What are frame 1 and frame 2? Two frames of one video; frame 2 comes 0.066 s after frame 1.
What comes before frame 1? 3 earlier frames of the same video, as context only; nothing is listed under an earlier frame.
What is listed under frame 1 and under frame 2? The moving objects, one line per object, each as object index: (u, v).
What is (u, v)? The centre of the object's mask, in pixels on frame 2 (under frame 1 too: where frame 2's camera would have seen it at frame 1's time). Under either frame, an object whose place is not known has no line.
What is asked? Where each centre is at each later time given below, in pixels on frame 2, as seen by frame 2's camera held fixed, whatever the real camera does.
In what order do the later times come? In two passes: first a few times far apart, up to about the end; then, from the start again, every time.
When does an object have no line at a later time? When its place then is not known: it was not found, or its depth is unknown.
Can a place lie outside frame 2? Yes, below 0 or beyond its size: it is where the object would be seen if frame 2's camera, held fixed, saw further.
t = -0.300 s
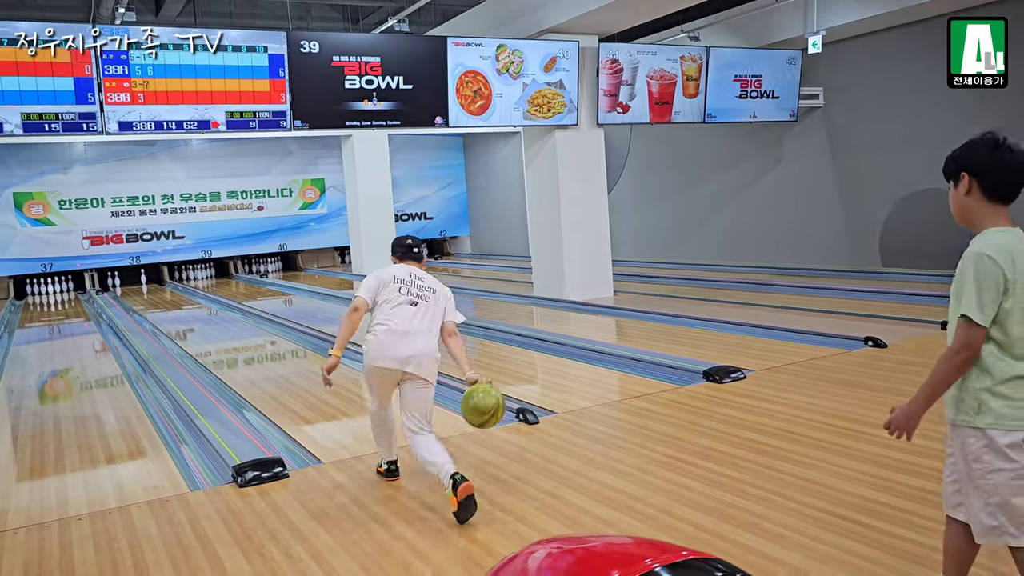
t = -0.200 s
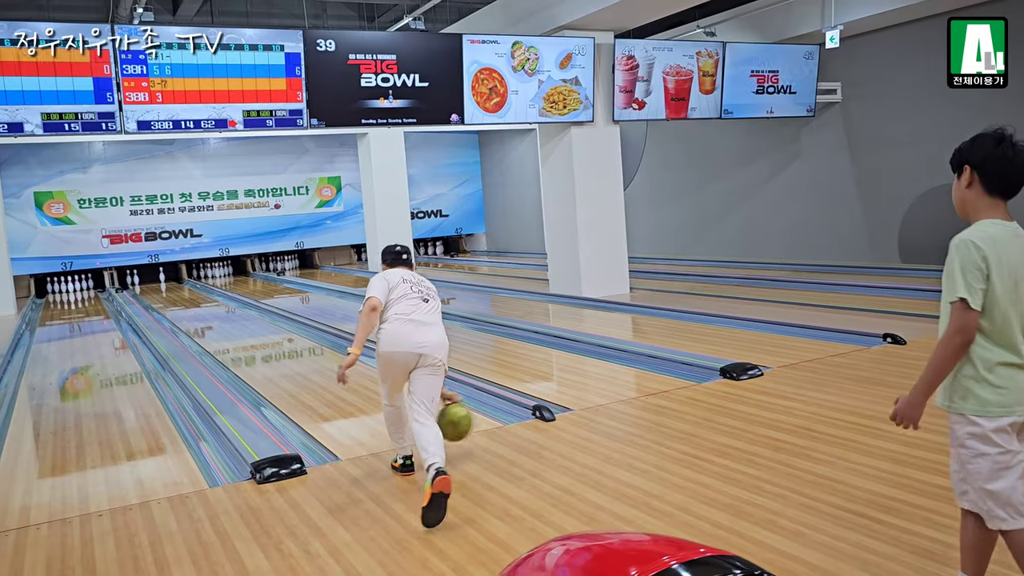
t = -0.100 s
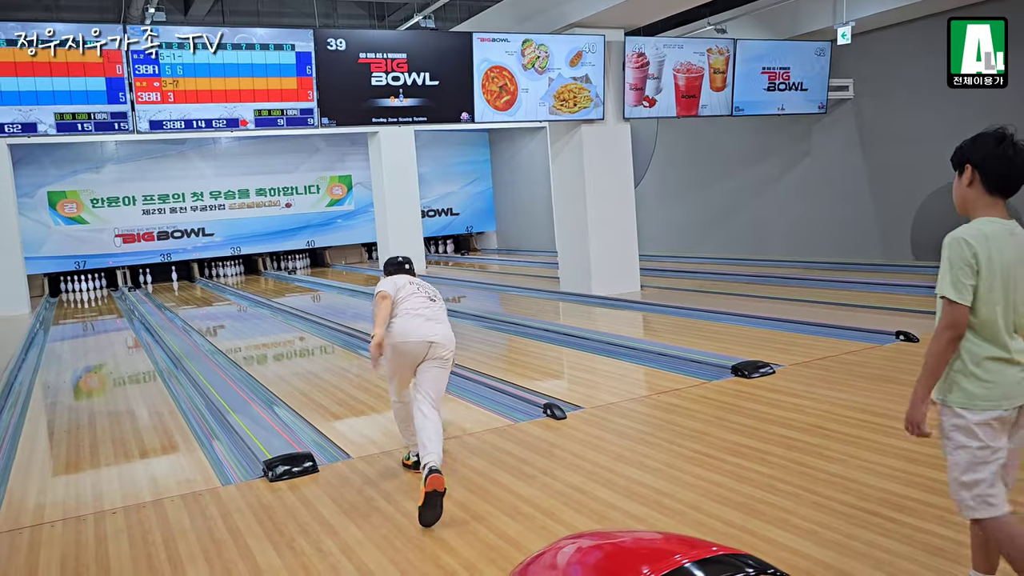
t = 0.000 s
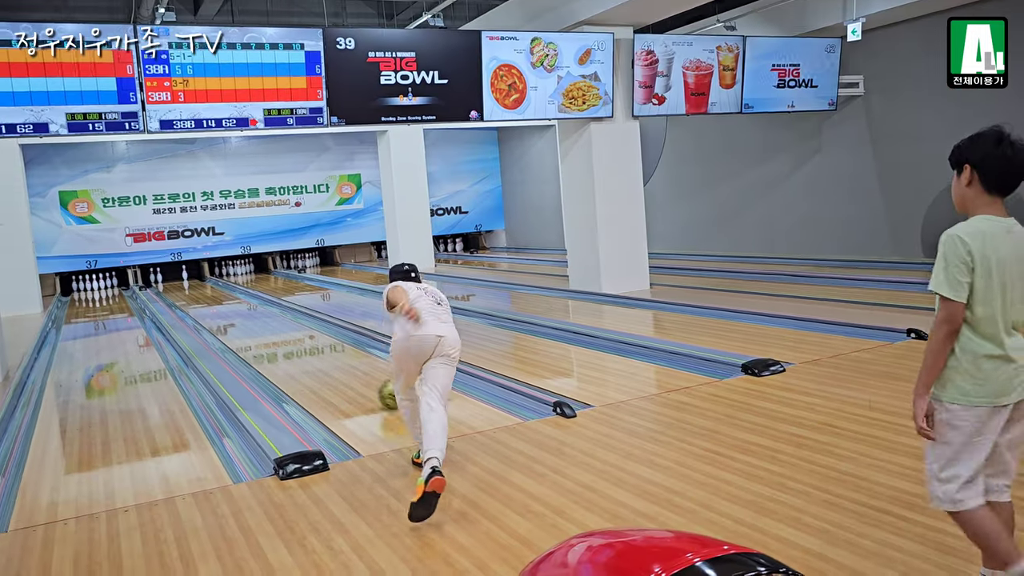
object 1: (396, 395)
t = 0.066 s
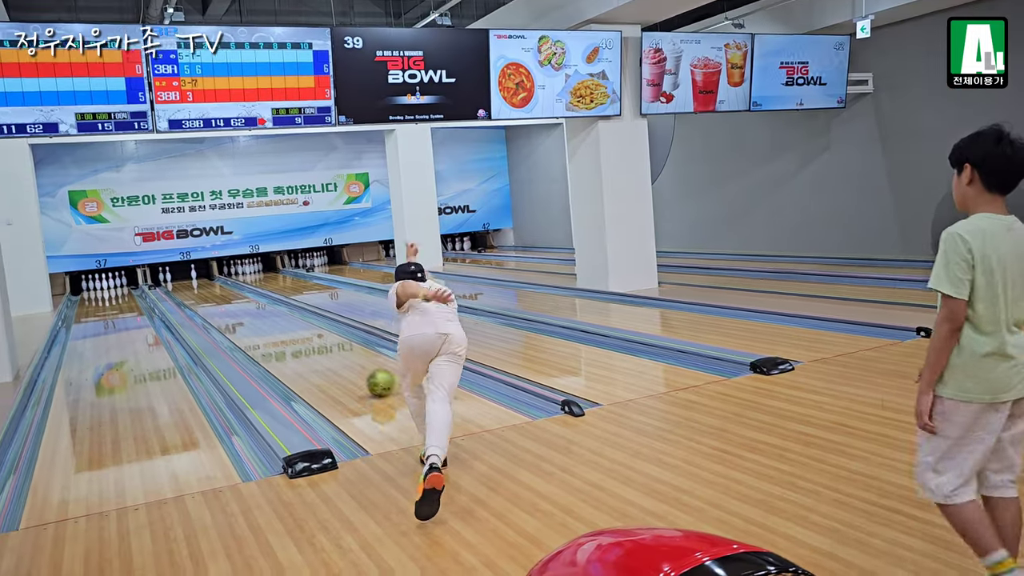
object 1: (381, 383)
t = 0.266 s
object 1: (331, 359)
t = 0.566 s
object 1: (282, 335)
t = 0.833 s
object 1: (252, 320)
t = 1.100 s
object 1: (229, 309)
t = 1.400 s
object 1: (210, 300)
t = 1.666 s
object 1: (196, 293)
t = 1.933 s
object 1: (184, 289)
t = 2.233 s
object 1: (173, 285)
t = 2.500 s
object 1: (164, 282)
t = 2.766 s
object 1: (157, 281)
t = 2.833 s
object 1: (156, 280)
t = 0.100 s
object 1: (371, 378)
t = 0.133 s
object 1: (362, 374)
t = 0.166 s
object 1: (353, 369)
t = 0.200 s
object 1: (345, 366)
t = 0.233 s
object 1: (338, 362)
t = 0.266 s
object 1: (331, 359)
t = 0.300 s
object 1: (325, 355)
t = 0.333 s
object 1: (318, 352)
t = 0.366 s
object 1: (312, 349)
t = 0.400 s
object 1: (307, 347)
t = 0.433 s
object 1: (301, 344)
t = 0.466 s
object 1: (296, 342)
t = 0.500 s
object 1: (291, 339)
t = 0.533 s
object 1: (286, 337)
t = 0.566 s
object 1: (282, 335)
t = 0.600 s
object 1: (277, 332)
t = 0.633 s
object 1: (273, 330)
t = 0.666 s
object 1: (269, 328)
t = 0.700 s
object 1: (266, 327)
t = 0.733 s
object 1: (262, 325)
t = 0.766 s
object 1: (258, 323)
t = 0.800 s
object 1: (255, 322)
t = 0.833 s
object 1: (252, 320)
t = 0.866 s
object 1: (249, 318)
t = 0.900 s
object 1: (245, 317)
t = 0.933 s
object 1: (243, 316)
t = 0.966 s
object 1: (240, 314)
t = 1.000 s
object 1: (237, 313)
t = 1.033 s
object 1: (235, 312)
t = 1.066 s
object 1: (232, 311)
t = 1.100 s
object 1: (229, 309)
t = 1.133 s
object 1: (227, 308)
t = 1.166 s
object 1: (225, 307)
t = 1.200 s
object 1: (222, 306)
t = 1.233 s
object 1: (220, 305)
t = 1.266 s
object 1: (218, 304)
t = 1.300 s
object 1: (216, 303)
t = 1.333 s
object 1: (214, 302)
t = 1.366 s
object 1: (212, 302)
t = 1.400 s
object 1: (210, 300)
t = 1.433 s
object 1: (208, 299)
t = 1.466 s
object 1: (206, 298)
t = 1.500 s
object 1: (204, 297)
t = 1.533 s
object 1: (203, 297)
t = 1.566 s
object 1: (201, 296)
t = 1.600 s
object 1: (199, 295)
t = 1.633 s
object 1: (198, 294)
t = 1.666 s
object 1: (196, 293)
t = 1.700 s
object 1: (195, 293)
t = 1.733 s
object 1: (193, 292)
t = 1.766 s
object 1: (192, 292)
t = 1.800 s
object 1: (190, 291)
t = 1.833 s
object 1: (189, 291)
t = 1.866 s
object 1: (187, 289)
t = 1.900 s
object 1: (186, 289)
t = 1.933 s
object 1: (184, 289)
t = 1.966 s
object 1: (183, 288)
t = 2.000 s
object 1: (182, 288)
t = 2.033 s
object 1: (180, 288)
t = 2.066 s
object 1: (179, 287)
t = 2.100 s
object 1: (178, 287)
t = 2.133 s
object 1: (177, 286)
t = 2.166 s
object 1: (176, 286)
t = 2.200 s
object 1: (175, 285)
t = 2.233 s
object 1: (173, 285)
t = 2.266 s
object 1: (172, 284)
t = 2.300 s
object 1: (171, 284)
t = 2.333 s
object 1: (170, 284)
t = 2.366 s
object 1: (169, 283)
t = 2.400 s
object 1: (167, 283)
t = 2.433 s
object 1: (167, 283)
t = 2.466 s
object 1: (166, 282)
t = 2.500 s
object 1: (164, 282)
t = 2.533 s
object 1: (163, 282)
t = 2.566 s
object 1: (162, 281)
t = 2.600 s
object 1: (161, 281)
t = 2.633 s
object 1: (160, 281)
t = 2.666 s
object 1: (159, 281)
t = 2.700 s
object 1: (158, 281)
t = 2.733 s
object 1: (157, 281)
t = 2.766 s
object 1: (157, 281)
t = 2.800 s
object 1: (157, 281)
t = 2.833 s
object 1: (156, 280)
